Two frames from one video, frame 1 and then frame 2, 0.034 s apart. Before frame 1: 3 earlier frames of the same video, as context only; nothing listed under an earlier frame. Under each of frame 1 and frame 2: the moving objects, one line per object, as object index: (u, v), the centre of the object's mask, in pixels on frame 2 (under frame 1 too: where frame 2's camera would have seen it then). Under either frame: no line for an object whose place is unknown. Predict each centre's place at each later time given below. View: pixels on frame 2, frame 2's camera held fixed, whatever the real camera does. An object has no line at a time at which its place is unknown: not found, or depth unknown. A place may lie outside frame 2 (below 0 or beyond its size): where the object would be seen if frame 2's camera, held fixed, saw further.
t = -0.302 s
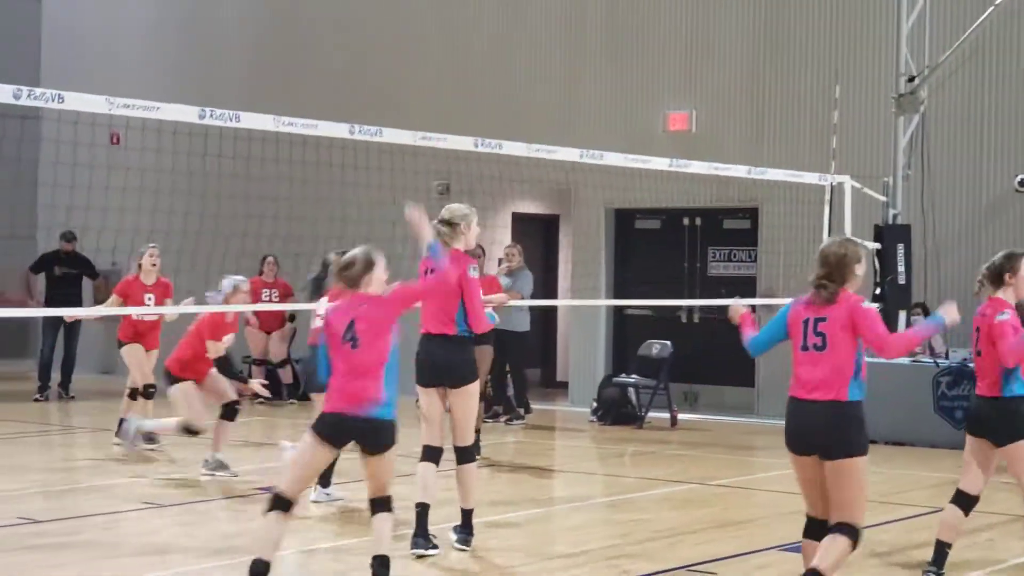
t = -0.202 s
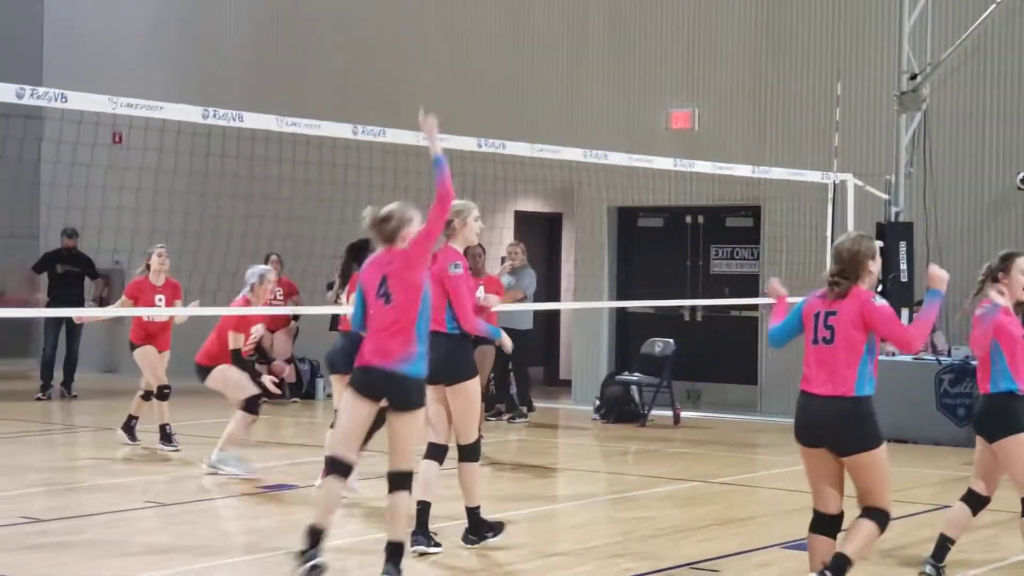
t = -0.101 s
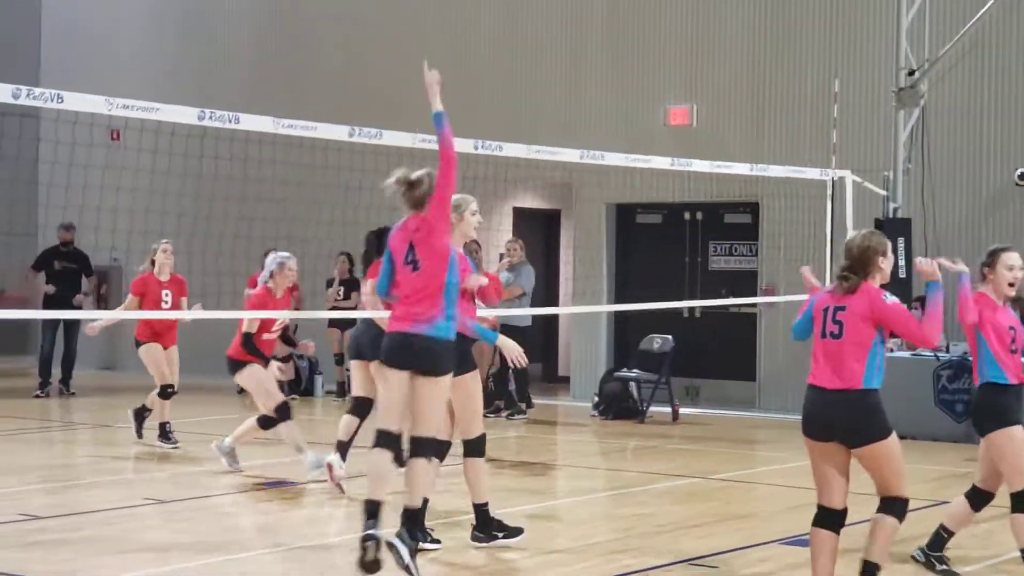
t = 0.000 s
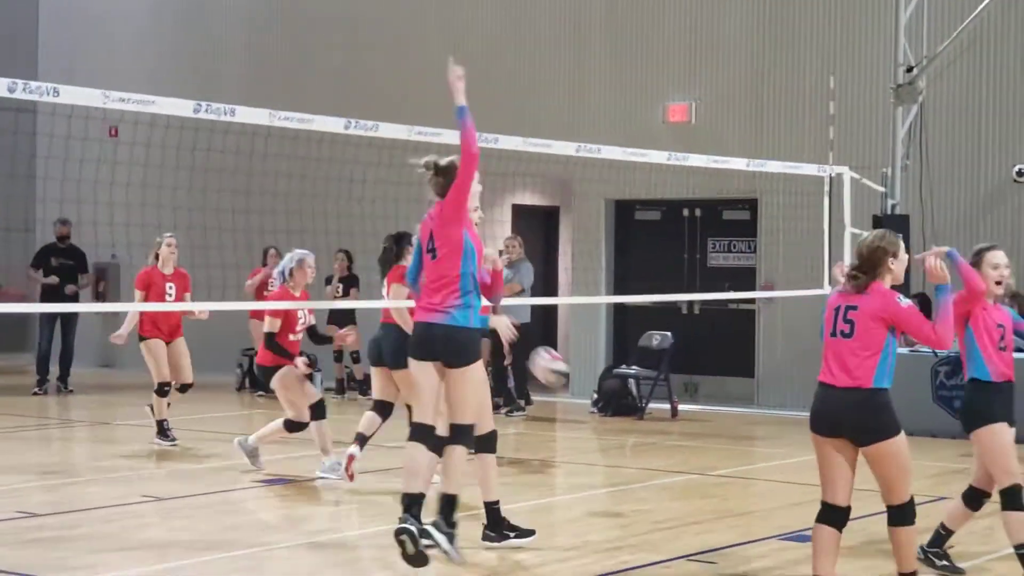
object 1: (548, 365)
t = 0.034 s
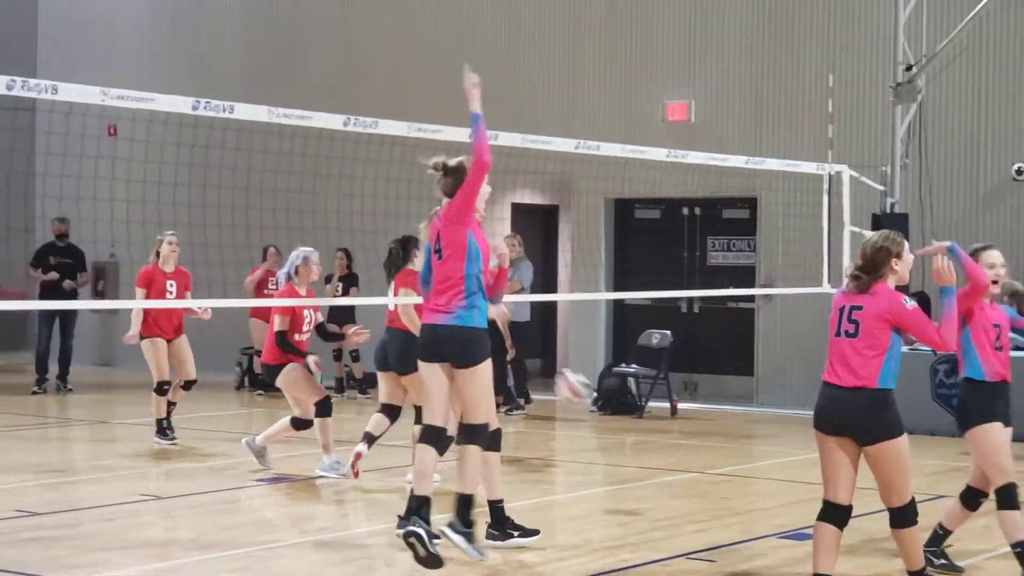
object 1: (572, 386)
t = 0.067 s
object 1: (598, 406)
